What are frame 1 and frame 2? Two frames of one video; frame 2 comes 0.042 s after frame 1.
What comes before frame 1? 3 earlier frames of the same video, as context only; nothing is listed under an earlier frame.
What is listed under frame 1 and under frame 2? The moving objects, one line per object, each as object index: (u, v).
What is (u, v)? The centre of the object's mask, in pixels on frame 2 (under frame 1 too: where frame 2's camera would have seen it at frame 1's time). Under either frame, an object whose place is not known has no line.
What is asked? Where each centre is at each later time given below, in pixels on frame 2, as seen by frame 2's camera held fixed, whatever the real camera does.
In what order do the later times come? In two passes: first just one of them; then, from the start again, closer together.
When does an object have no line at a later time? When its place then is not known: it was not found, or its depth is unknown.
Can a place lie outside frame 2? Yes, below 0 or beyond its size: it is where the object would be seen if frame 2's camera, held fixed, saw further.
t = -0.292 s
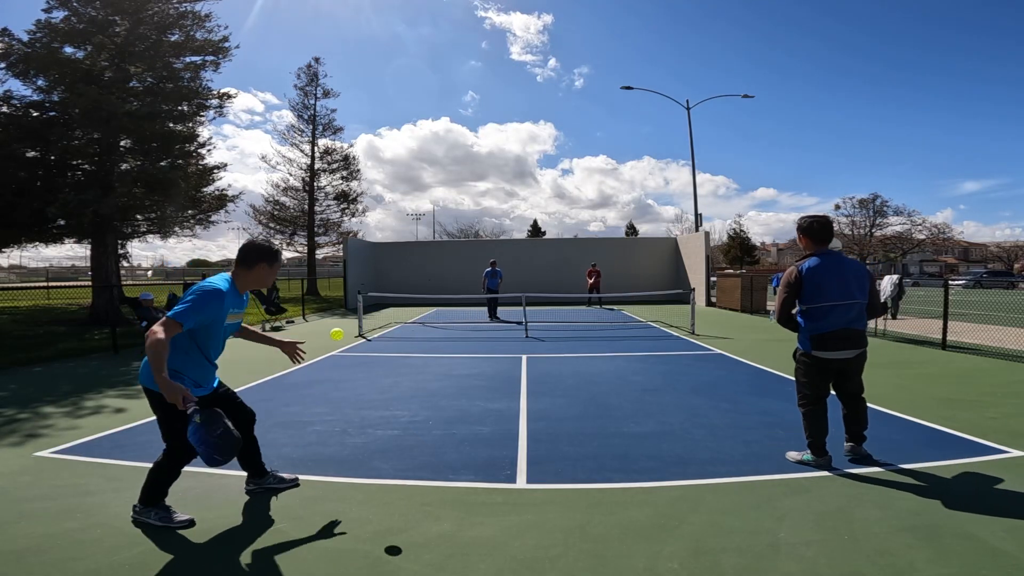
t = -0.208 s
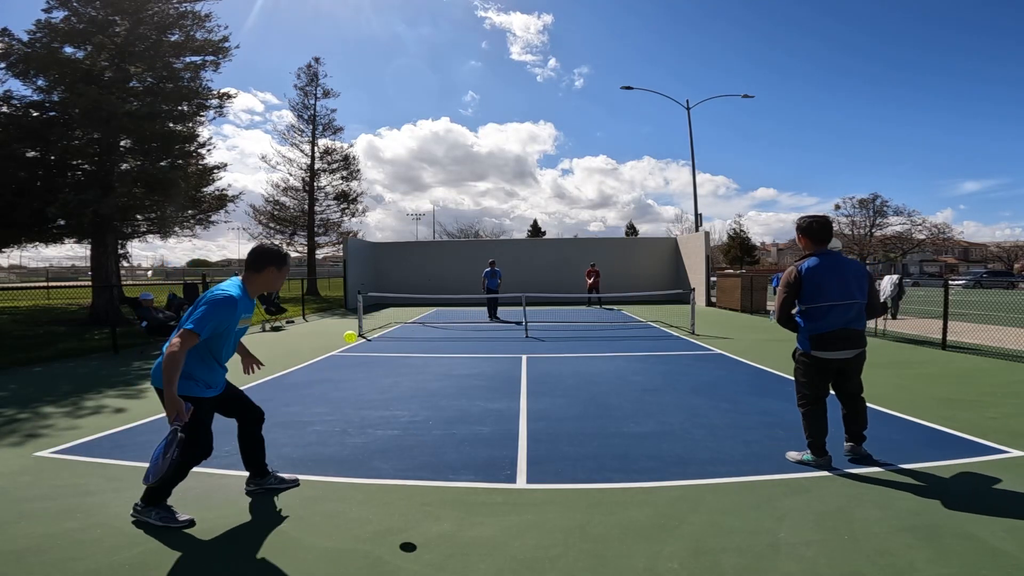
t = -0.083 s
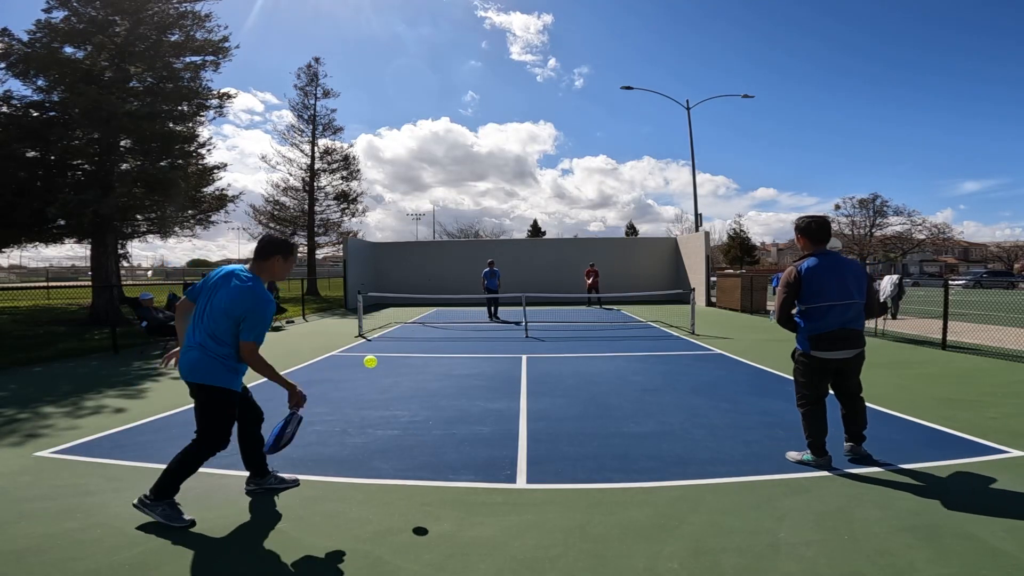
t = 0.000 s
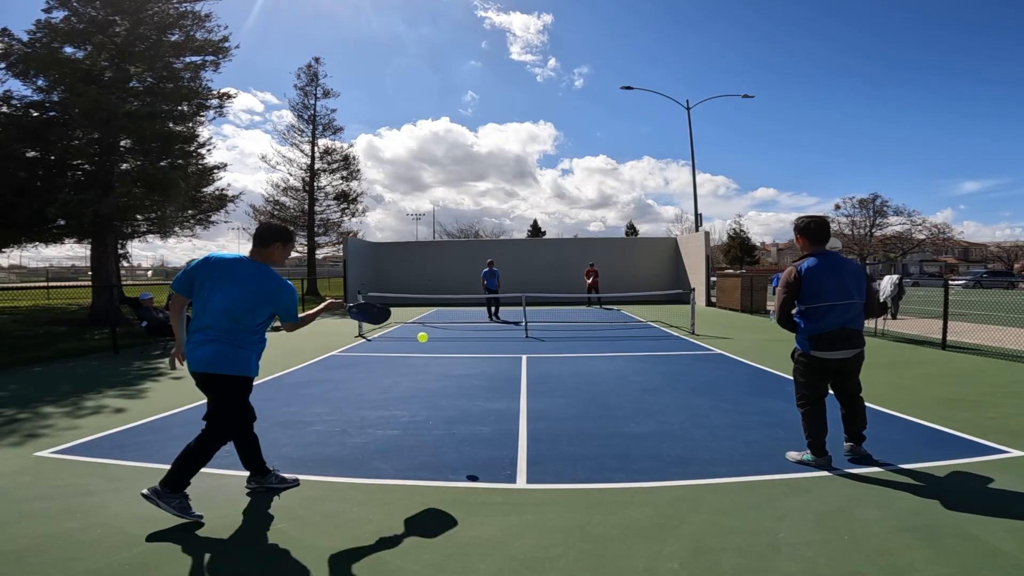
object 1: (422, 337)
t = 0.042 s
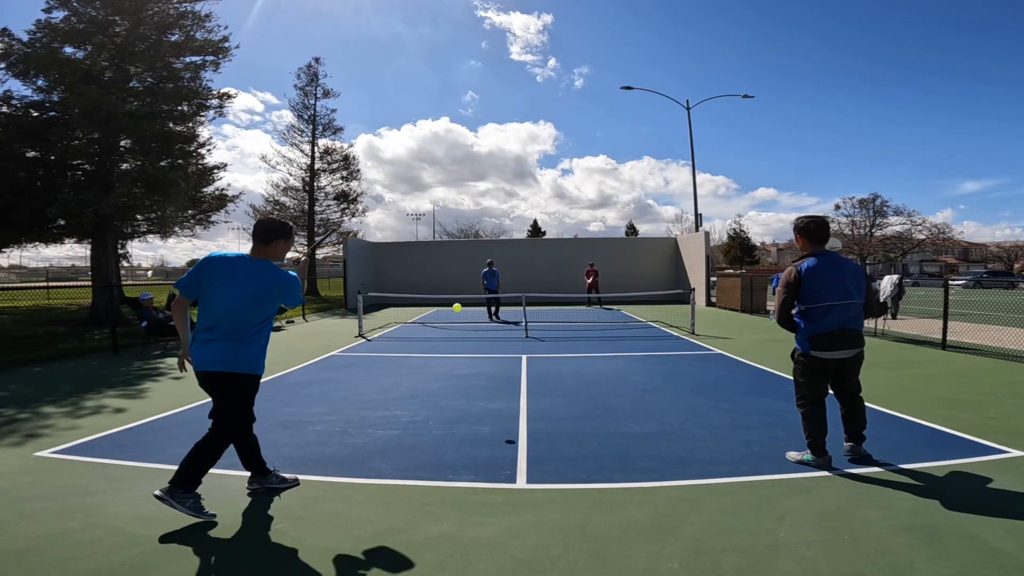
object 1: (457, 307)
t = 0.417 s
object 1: (549, 278)
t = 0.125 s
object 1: (498, 280)
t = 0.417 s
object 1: (549, 278)
